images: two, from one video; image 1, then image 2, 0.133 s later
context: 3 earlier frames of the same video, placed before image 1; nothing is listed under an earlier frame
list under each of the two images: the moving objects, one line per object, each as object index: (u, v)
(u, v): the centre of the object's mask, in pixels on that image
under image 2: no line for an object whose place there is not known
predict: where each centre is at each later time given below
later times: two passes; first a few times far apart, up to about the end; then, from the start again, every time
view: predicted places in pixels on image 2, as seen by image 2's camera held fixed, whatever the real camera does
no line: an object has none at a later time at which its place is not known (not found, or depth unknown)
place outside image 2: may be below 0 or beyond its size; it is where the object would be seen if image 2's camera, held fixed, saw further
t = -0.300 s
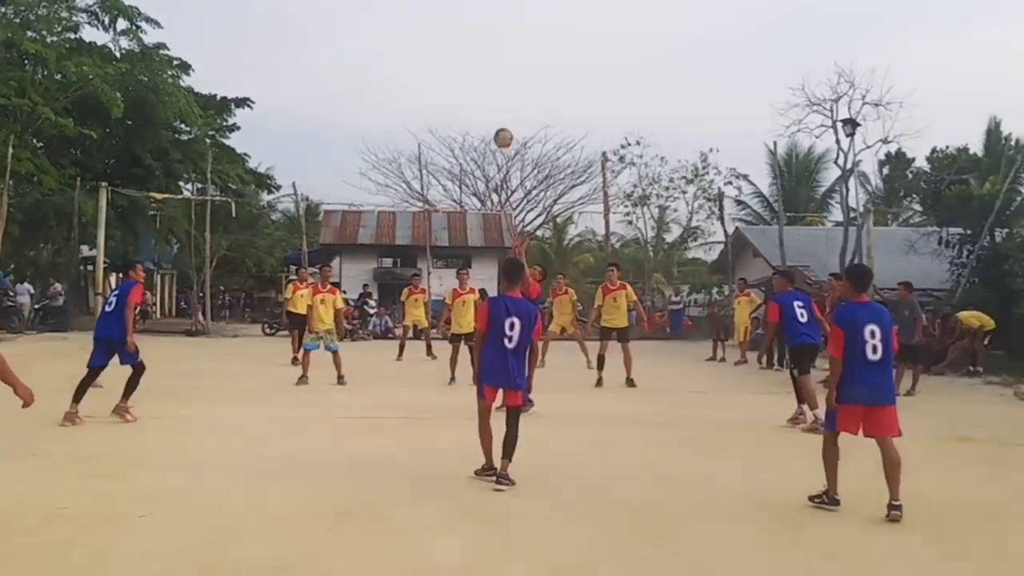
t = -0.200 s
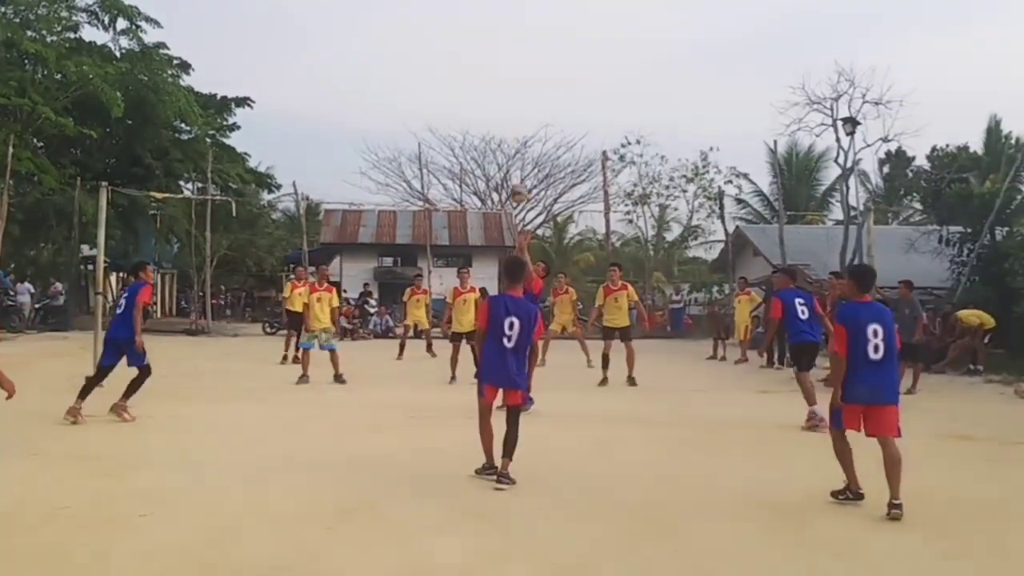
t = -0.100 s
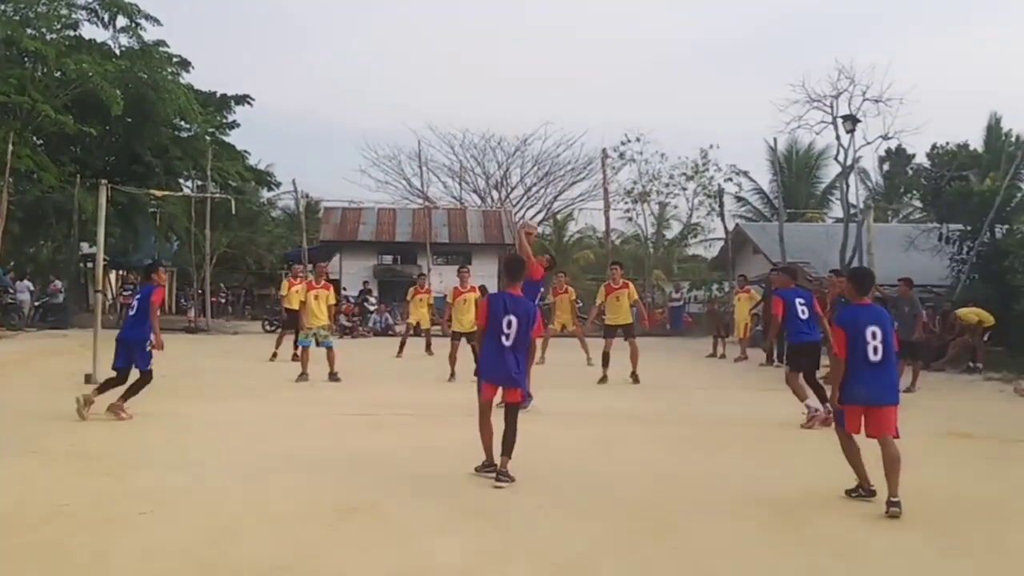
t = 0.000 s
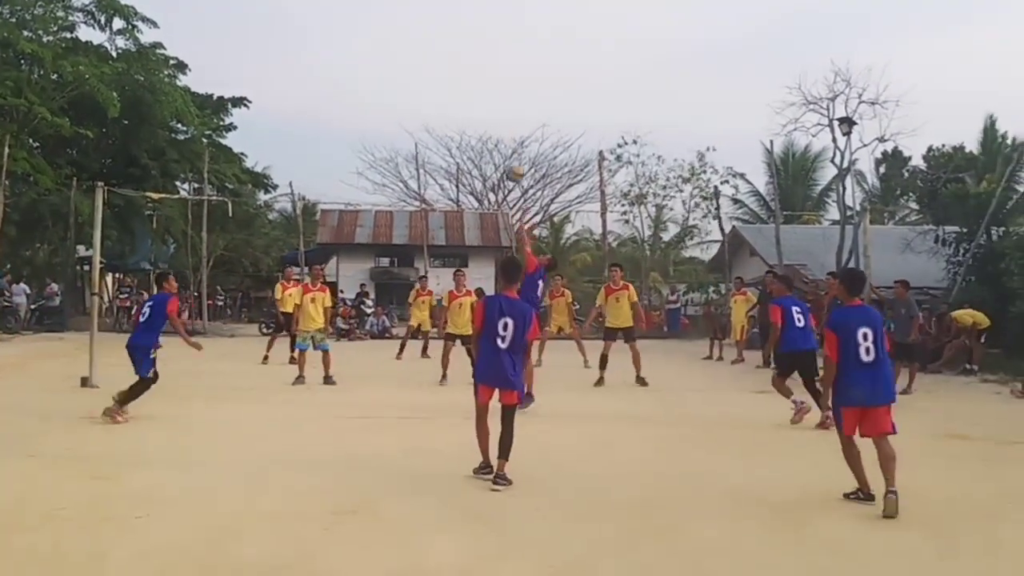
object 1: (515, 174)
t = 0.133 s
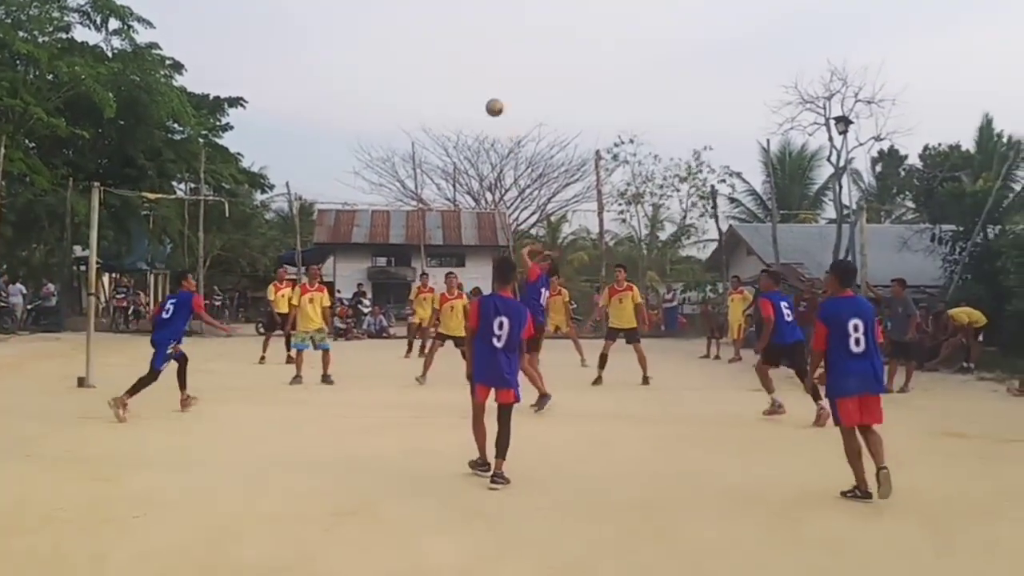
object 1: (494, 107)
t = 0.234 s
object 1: (481, 69)
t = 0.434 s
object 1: (459, 25)
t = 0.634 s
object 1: (435, 13)
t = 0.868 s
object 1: (411, 43)
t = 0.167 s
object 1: (490, 94)
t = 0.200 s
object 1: (486, 81)
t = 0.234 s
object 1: (481, 69)
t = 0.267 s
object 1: (477, 59)
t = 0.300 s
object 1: (474, 50)
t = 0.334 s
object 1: (470, 42)
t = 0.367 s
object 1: (467, 35)
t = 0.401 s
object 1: (463, 30)
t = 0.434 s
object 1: (459, 25)
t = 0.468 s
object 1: (455, 21)
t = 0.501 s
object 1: (451, 17)
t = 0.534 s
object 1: (447, 16)
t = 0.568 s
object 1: (442, 15)
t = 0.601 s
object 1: (438, 13)
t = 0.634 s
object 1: (435, 13)
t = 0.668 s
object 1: (432, 15)
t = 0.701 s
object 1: (428, 17)
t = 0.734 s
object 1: (424, 21)
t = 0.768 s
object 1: (421, 24)
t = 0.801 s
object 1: (418, 30)
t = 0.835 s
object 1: (414, 36)
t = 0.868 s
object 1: (411, 43)
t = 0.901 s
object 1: (408, 50)
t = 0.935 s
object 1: (404, 58)
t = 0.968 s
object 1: (401, 68)
